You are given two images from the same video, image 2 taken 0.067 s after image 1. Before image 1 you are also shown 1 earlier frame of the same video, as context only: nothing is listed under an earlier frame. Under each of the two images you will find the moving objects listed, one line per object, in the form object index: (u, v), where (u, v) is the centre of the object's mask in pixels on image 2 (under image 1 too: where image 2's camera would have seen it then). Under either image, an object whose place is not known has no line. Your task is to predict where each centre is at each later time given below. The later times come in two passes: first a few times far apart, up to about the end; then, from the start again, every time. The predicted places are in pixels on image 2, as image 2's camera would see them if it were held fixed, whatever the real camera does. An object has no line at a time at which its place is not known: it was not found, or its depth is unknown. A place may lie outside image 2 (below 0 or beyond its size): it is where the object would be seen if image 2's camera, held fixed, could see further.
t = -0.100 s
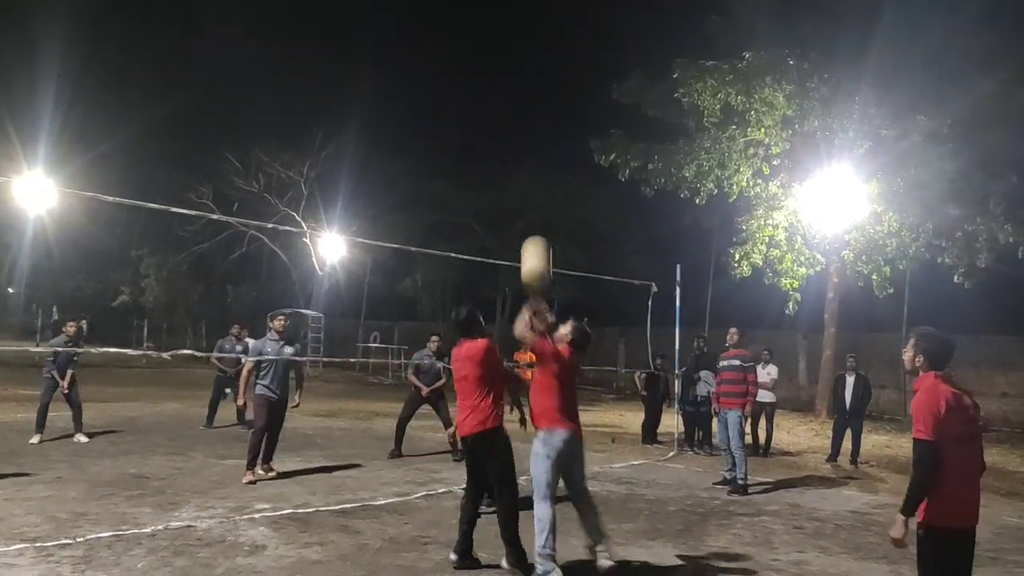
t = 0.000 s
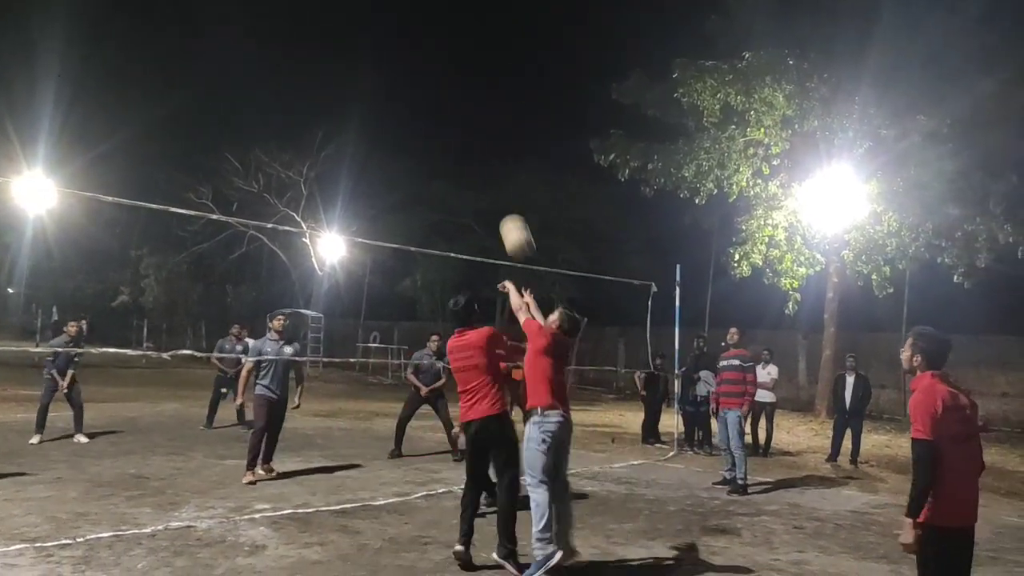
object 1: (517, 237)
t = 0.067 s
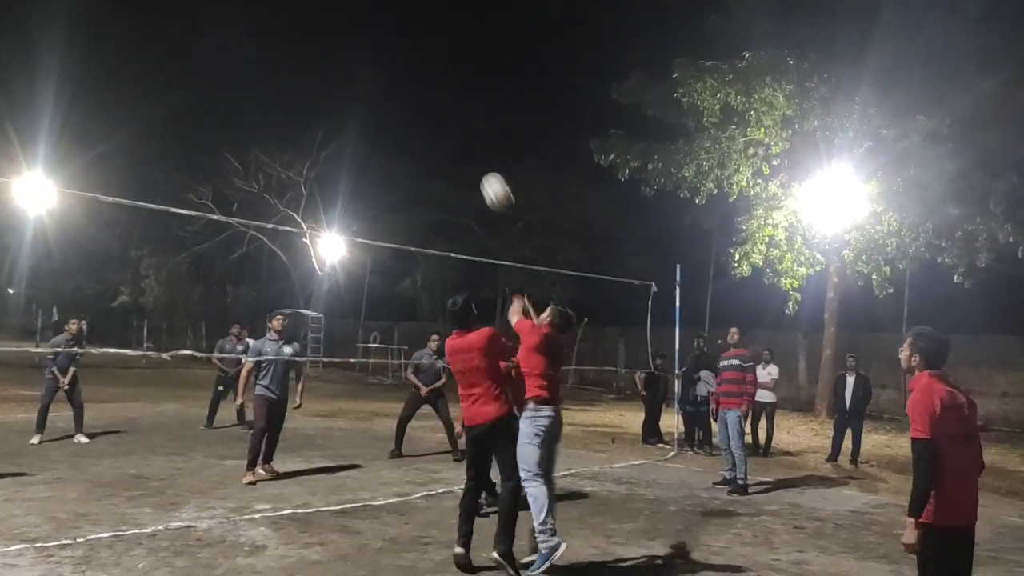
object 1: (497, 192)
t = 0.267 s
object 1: (446, 114)
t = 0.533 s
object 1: (401, 92)
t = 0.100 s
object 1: (487, 174)
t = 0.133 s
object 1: (478, 158)
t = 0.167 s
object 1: (470, 144)
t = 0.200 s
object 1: (461, 132)
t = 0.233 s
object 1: (454, 122)
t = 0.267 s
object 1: (446, 114)
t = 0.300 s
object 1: (440, 107)
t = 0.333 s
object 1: (434, 102)
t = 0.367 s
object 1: (428, 98)
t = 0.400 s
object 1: (422, 95)
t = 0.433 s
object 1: (417, 93)
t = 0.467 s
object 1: (411, 91)
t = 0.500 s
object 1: (406, 91)
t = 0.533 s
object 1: (401, 92)
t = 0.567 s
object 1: (397, 93)
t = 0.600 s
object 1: (392, 96)
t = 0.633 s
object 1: (388, 99)
